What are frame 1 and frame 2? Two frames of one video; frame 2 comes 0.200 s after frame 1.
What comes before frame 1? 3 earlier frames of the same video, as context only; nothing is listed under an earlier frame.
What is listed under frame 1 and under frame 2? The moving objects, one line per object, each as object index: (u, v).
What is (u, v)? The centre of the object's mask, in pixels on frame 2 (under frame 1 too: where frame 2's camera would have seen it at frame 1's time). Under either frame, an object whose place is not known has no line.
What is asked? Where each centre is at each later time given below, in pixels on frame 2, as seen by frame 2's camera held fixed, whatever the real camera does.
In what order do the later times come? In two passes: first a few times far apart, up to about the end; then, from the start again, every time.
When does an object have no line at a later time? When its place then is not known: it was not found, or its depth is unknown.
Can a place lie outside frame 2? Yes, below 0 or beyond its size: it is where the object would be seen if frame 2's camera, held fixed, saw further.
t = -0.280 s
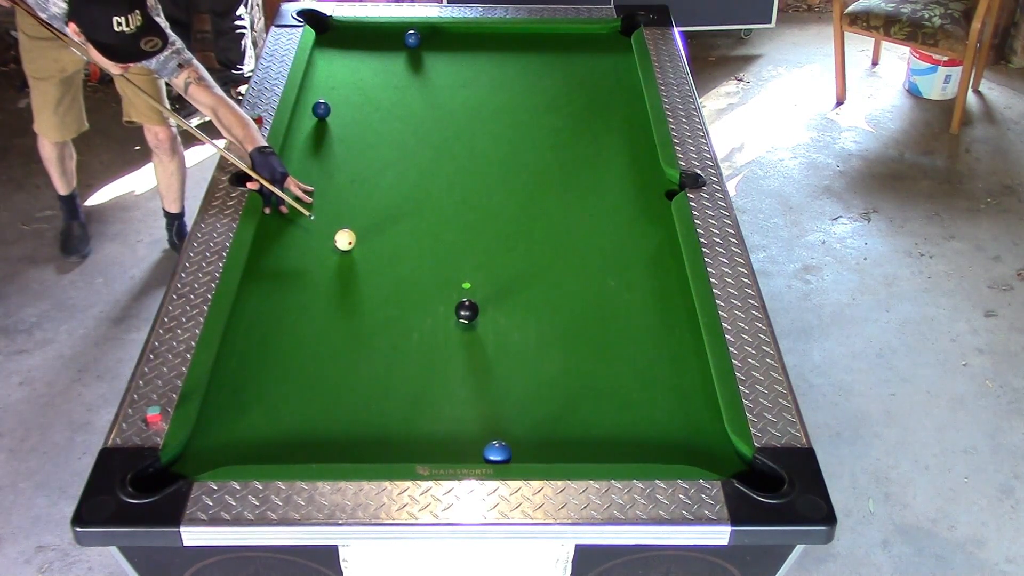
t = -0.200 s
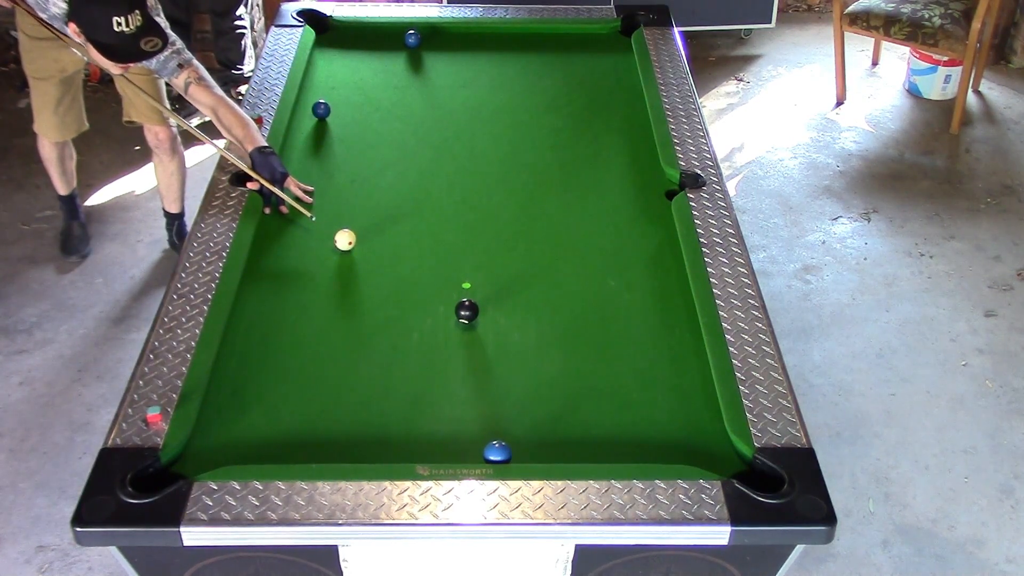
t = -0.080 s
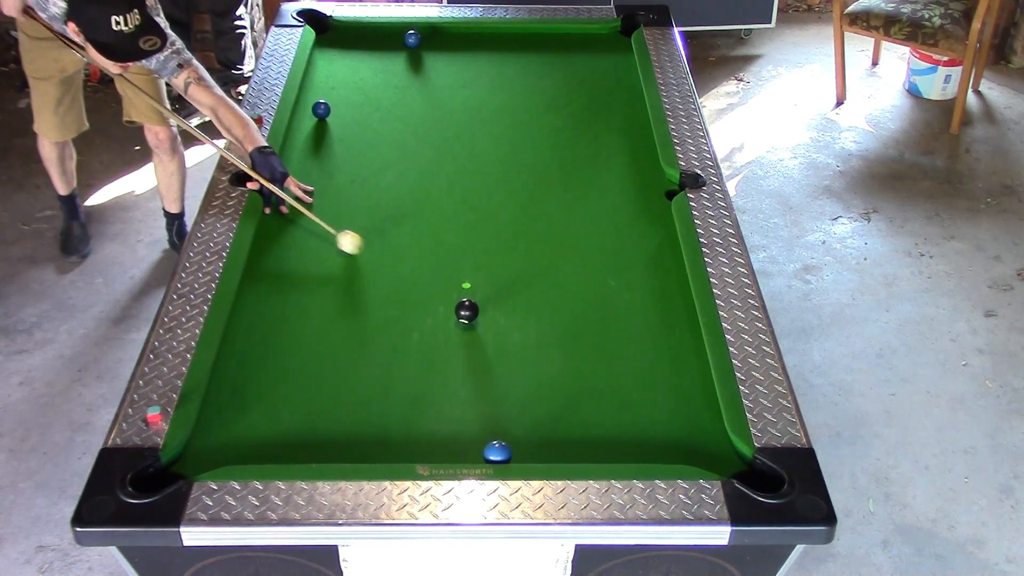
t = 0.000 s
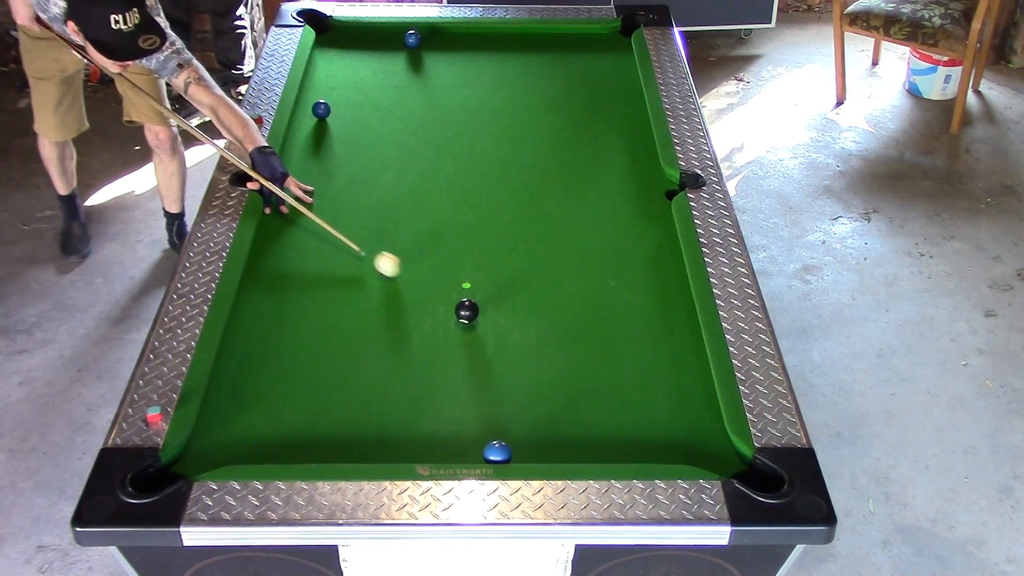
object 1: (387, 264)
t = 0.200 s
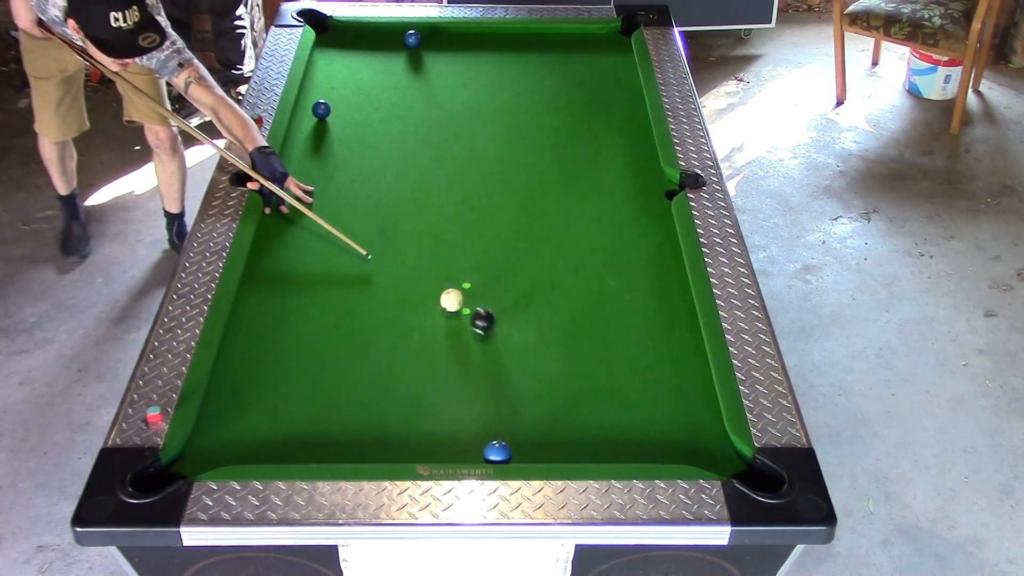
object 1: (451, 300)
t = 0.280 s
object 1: (457, 302)
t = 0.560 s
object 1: (479, 310)
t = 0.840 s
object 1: (496, 316)
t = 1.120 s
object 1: (510, 321)
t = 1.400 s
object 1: (521, 325)
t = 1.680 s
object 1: (526, 328)
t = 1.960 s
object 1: (529, 328)
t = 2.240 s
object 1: (529, 328)
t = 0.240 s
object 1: (454, 301)
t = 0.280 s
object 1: (457, 302)
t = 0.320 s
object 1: (461, 303)
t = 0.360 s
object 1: (464, 304)
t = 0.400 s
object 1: (467, 305)
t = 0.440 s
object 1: (470, 306)
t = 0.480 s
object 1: (473, 308)
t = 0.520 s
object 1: (476, 309)
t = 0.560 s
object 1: (479, 310)
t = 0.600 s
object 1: (481, 311)
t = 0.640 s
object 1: (484, 312)
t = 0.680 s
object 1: (486, 312)
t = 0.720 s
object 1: (489, 314)
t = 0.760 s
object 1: (491, 314)
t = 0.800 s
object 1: (494, 315)
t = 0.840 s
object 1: (496, 316)
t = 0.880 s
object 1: (498, 317)
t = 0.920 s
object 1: (500, 318)
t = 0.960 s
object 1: (503, 318)
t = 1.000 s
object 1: (505, 319)
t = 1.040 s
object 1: (507, 320)
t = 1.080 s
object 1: (509, 320)
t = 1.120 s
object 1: (510, 321)
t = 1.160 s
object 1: (512, 321)
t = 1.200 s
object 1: (514, 322)
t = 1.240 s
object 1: (515, 323)
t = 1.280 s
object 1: (517, 323)
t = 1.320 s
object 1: (518, 324)
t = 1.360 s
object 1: (519, 325)
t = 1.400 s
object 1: (521, 325)
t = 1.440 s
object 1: (522, 326)
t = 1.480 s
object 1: (523, 326)
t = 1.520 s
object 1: (524, 326)
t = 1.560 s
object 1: (525, 327)
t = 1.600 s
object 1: (525, 327)
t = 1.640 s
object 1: (526, 327)
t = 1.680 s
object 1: (526, 328)
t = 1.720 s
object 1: (527, 328)
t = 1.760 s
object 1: (527, 328)
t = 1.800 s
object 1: (528, 328)
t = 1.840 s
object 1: (528, 328)
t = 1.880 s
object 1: (529, 328)
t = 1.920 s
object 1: (529, 328)
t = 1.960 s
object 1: (529, 328)
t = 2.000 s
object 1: (529, 328)
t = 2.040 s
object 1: (529, 328)
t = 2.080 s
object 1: (530, 328)
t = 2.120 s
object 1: (529, 328)
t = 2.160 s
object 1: (529, 328)
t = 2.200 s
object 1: (529, 328)
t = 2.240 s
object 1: (529, 328)
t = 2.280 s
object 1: (529, 328)
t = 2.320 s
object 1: (529, 328)
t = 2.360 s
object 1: (529, 328)
